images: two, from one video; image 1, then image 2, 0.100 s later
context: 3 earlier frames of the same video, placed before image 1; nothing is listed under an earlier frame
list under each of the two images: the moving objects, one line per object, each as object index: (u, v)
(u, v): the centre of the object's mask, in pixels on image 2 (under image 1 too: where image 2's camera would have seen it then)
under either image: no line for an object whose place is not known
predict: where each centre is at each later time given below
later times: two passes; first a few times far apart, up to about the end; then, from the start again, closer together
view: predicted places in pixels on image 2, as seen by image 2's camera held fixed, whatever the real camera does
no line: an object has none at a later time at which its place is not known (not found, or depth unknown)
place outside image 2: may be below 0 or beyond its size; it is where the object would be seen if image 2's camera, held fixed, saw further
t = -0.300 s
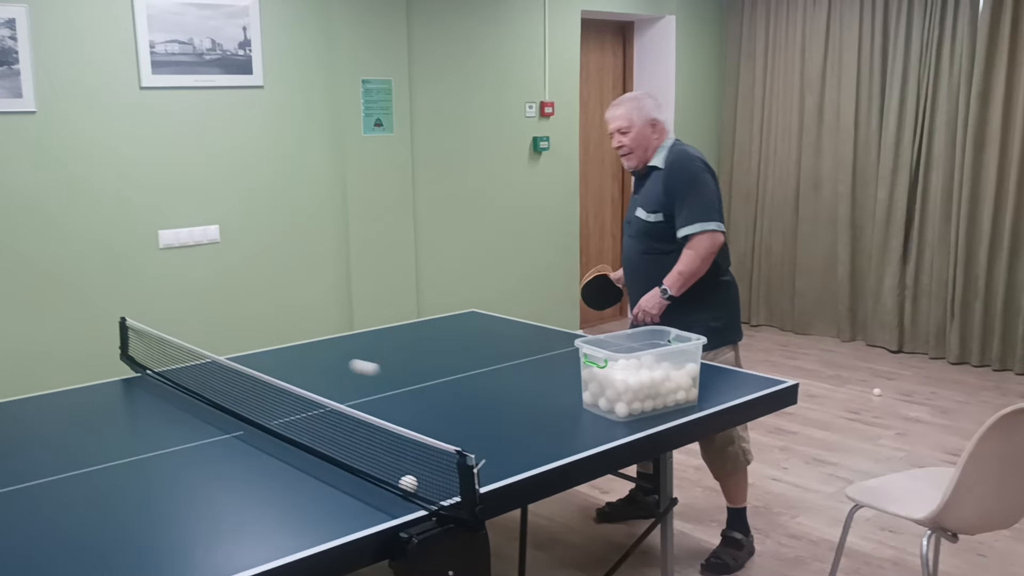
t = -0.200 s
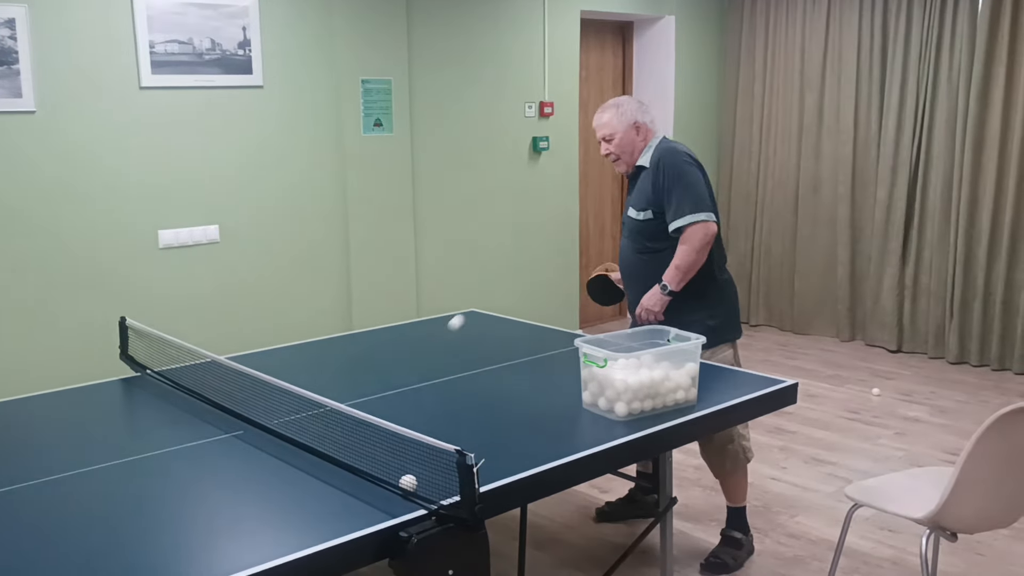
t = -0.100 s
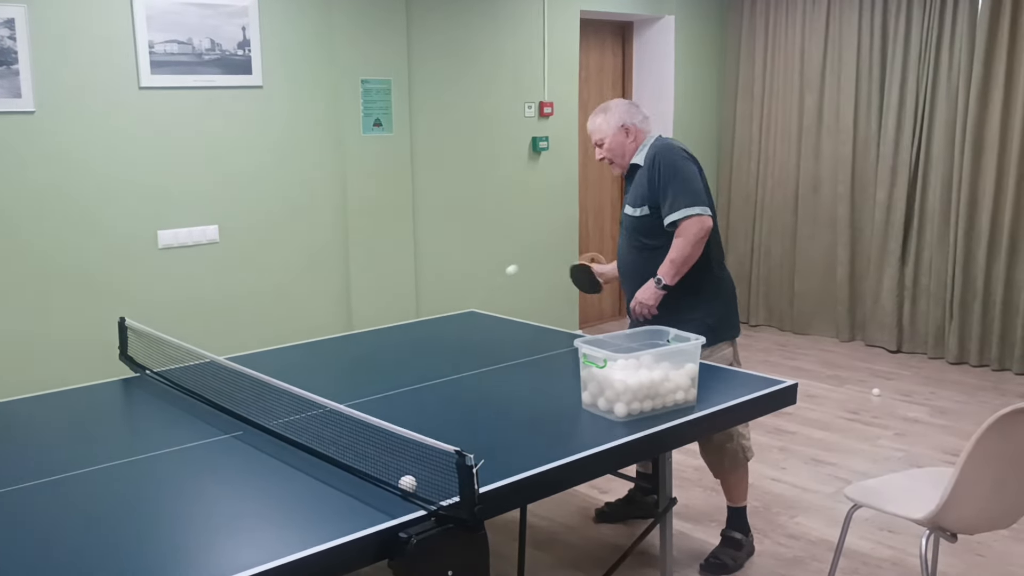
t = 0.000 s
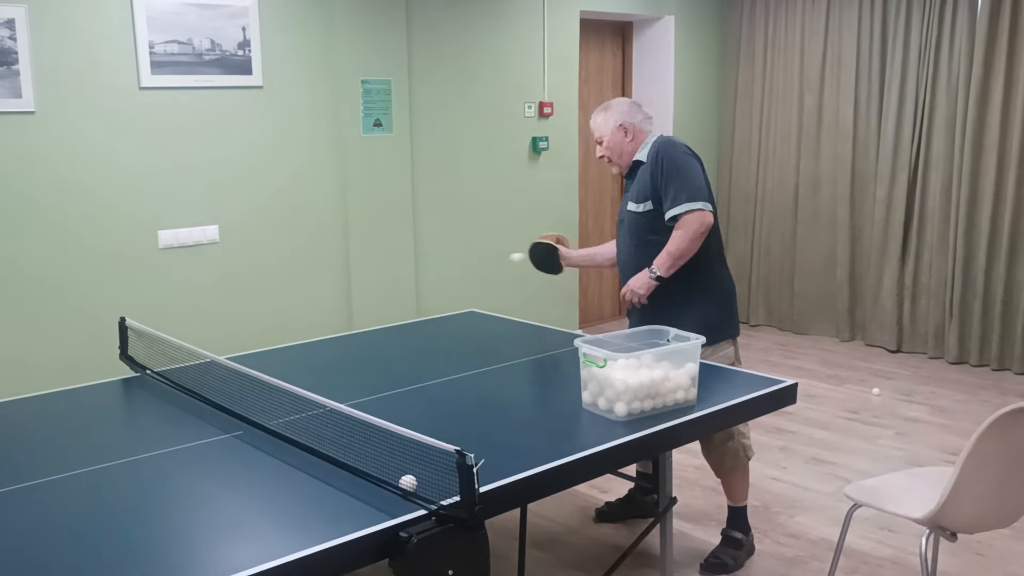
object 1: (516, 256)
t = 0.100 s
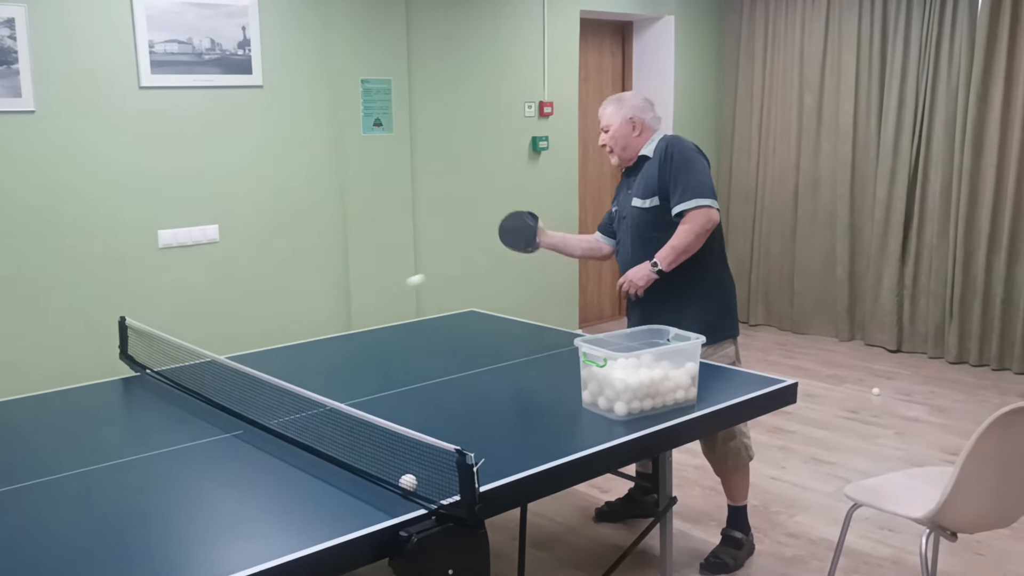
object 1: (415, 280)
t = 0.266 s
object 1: (219, 392)
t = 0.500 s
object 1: (310, 330)
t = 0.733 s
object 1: (388, 339)
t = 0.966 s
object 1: (436, 355)
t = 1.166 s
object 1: (445, 332)
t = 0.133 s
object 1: (378, 297)
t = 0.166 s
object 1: (338, 319)
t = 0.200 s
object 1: (296, 348)
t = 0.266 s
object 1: (219, 392)
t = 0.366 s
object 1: (251, 340)
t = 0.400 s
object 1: (266, 332)
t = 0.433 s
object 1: (281, 328)
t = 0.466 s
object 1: (295, 327)
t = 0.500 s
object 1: (310, 330)
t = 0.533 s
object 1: (324, 337)
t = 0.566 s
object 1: (339, 347)
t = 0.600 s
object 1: (353, 360)
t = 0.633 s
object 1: (367, 377)
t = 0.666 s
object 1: (375, 366)
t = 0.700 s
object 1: (381, 351)
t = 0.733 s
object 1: (388, 339)
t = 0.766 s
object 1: (395, 331)
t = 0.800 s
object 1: (401, 327)
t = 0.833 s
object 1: (408, 325)
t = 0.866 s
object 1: (414, 328)
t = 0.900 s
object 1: (422, 333)
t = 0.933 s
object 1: (428, 343)
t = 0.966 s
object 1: (436, 355)
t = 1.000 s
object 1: (442, 370)
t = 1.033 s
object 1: (443, 357)
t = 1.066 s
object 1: (443, 345)
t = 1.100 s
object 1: (444, 338)
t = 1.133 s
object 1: (444, 333)
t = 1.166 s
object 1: (445, 332)
